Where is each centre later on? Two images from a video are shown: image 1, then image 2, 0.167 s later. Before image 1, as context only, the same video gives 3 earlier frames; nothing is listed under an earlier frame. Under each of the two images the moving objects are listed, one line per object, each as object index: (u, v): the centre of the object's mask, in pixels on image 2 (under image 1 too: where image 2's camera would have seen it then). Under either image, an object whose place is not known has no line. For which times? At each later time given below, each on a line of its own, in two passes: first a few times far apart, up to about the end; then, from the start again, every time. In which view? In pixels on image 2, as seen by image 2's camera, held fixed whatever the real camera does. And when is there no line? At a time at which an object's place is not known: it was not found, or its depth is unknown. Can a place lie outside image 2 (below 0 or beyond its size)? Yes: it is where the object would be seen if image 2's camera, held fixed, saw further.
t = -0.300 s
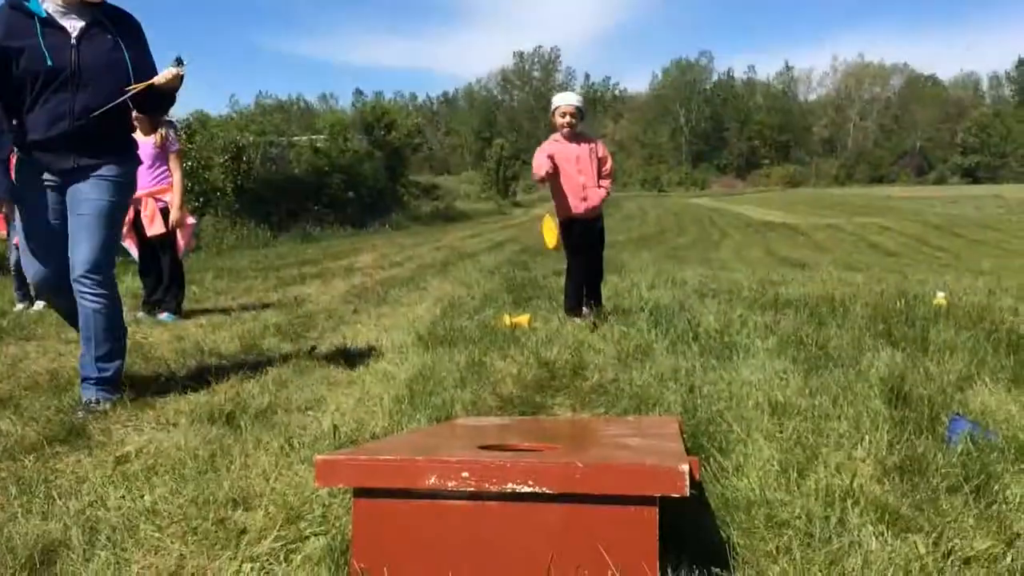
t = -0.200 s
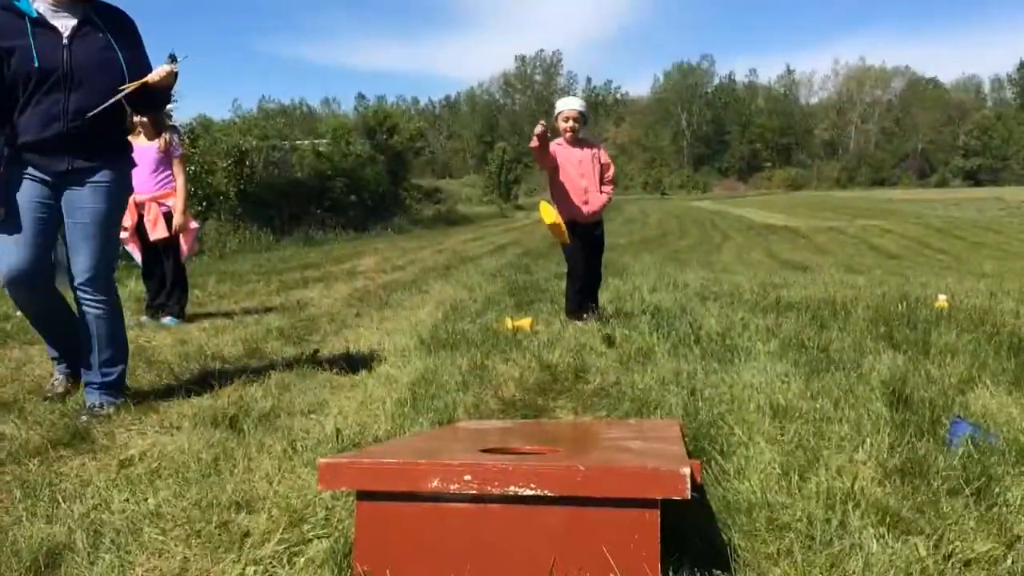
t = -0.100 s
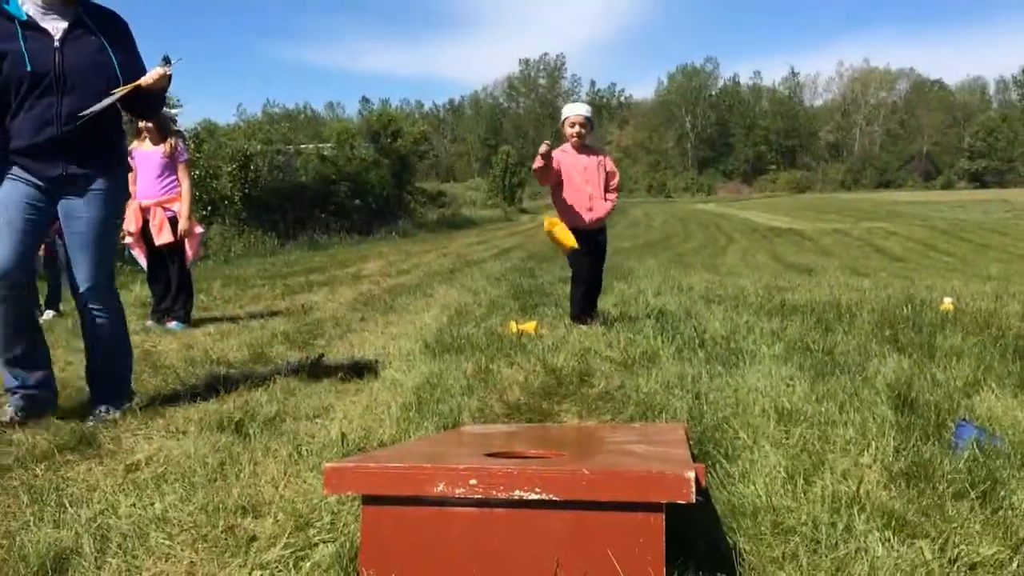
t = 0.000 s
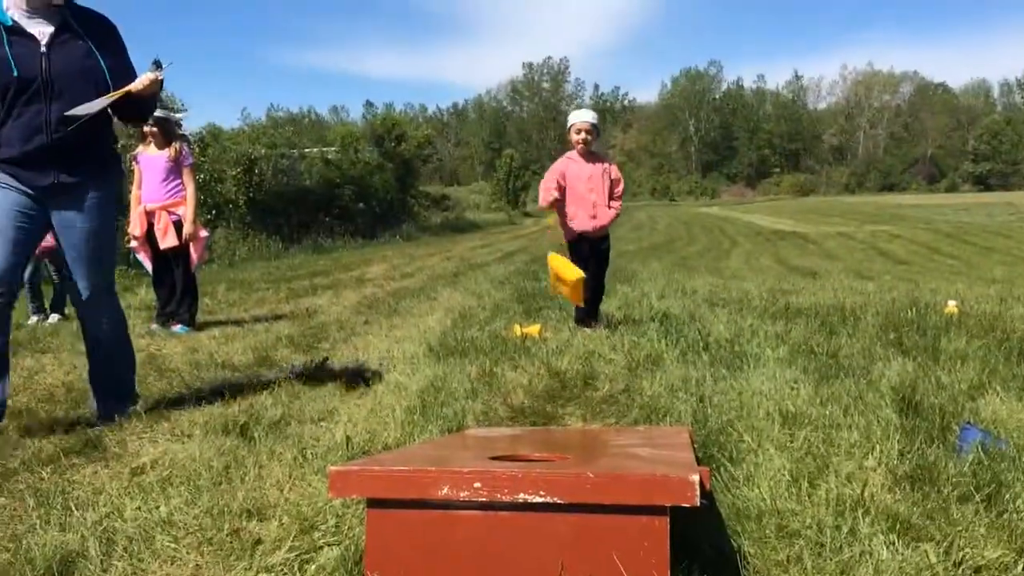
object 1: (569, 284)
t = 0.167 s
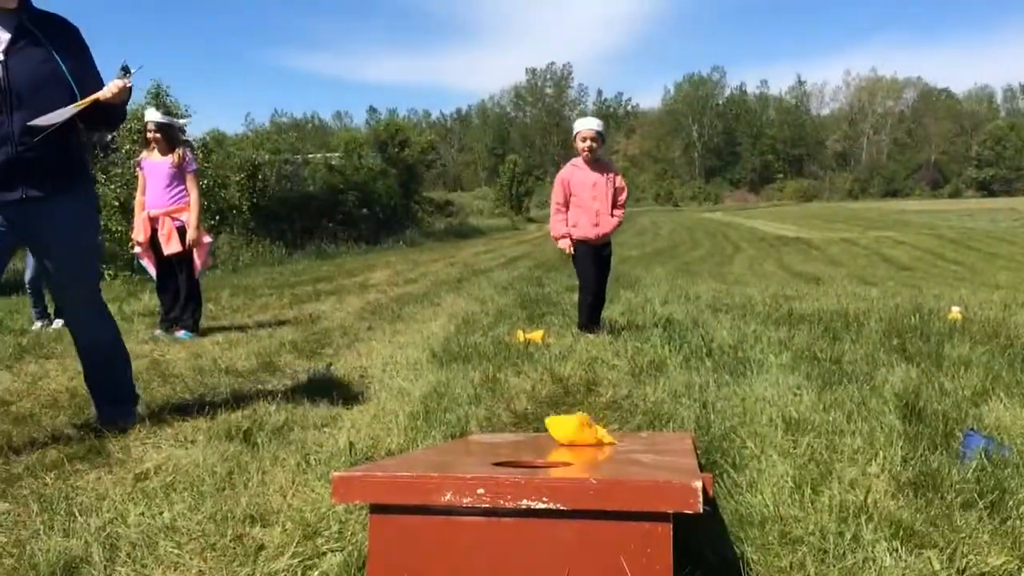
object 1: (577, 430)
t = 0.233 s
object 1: (576, 435)
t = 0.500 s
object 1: (563, 452)
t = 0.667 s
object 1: (522, 462)
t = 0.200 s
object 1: (577, 435)
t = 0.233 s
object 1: (576, 435)
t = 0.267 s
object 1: (575, 437)
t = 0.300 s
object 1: (573, 439)
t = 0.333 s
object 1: (572, 442)
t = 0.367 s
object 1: (570, 444)
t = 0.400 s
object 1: (568, 446)
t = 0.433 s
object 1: (567, 449)
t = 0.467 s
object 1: (566, 452)
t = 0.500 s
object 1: (563, 452)
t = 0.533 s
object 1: (558, 451)
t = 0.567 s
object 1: (550, 453)
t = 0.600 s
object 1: (545, 455)
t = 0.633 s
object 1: (538, 457)
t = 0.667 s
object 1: (522, 462)
